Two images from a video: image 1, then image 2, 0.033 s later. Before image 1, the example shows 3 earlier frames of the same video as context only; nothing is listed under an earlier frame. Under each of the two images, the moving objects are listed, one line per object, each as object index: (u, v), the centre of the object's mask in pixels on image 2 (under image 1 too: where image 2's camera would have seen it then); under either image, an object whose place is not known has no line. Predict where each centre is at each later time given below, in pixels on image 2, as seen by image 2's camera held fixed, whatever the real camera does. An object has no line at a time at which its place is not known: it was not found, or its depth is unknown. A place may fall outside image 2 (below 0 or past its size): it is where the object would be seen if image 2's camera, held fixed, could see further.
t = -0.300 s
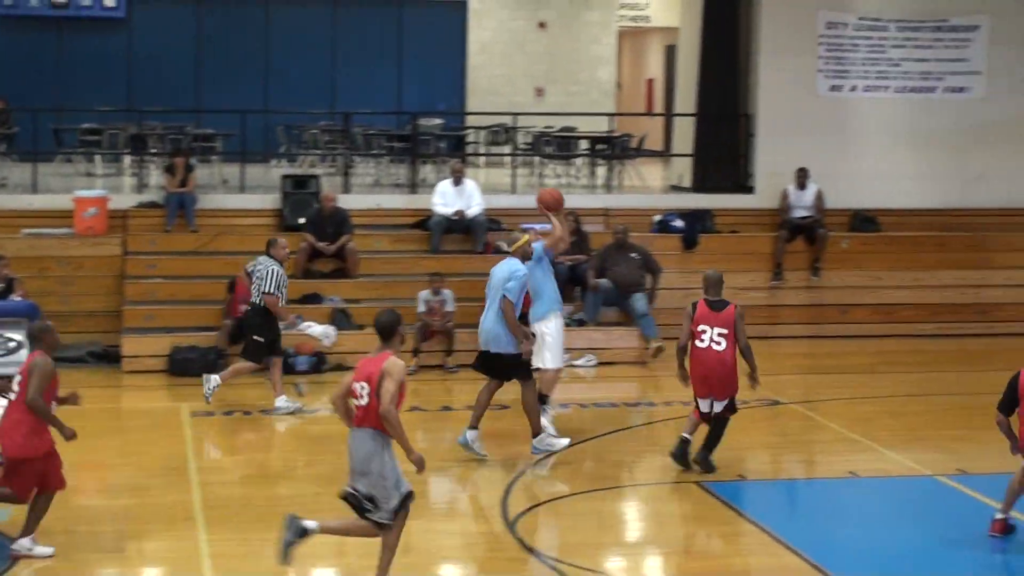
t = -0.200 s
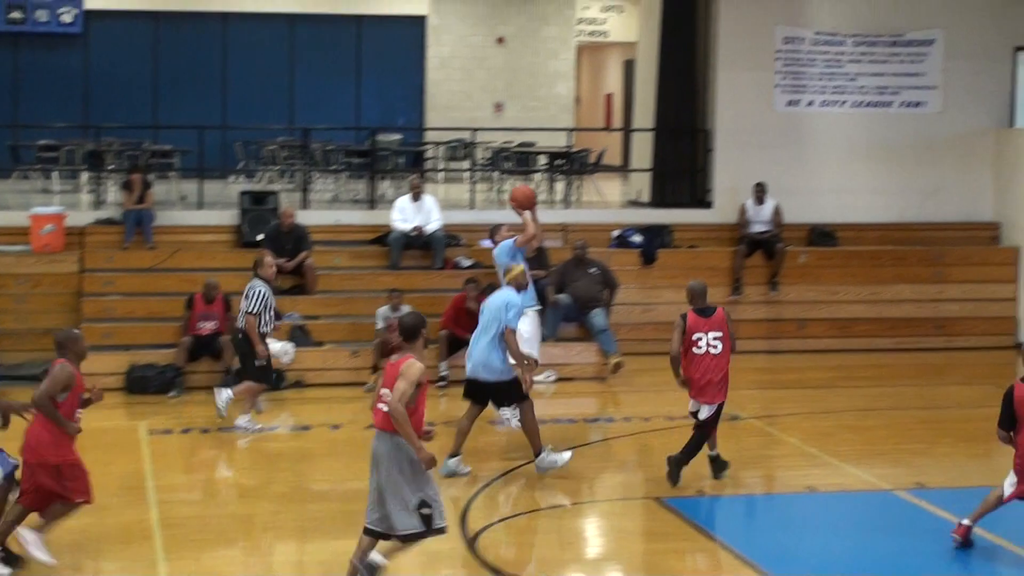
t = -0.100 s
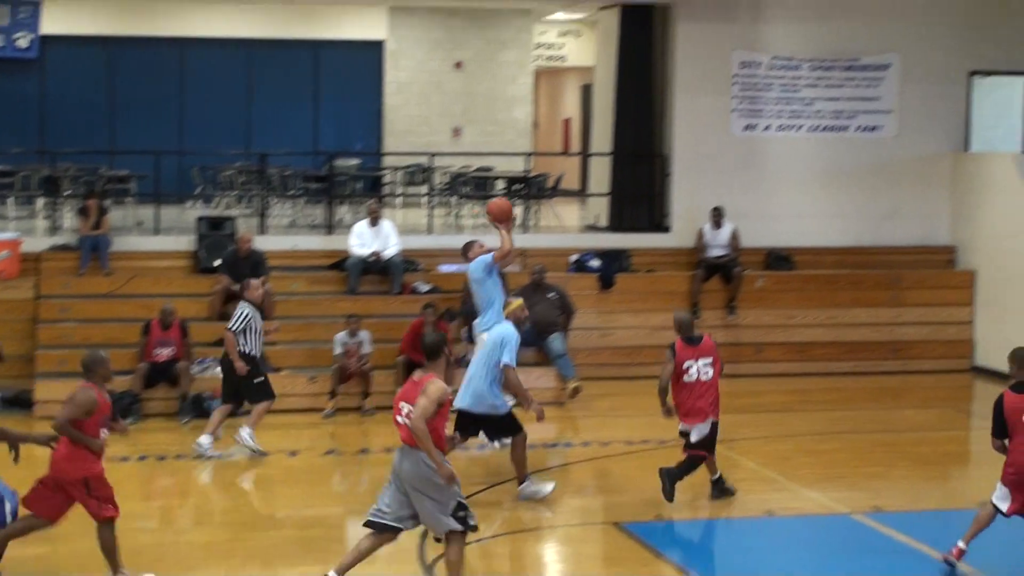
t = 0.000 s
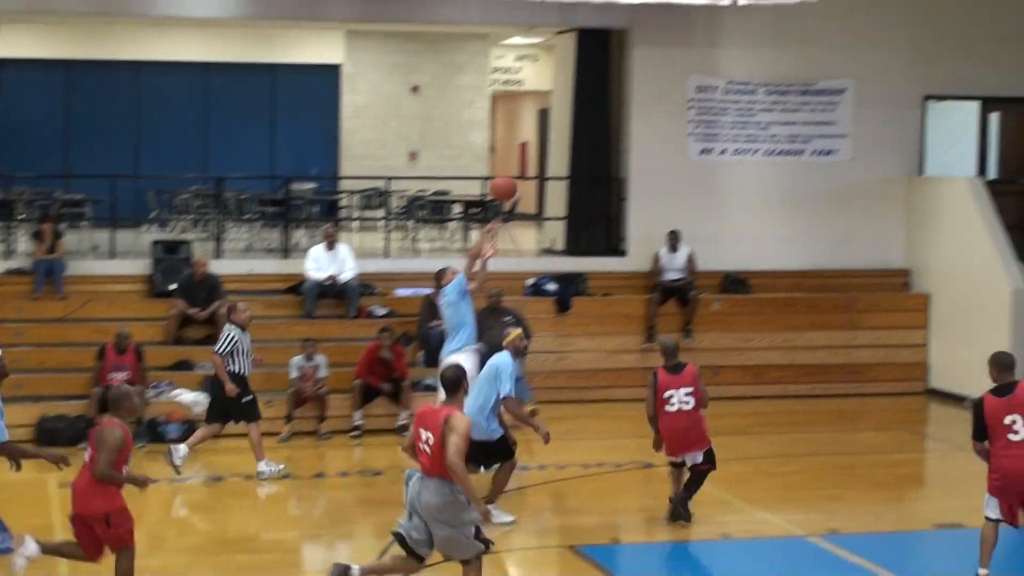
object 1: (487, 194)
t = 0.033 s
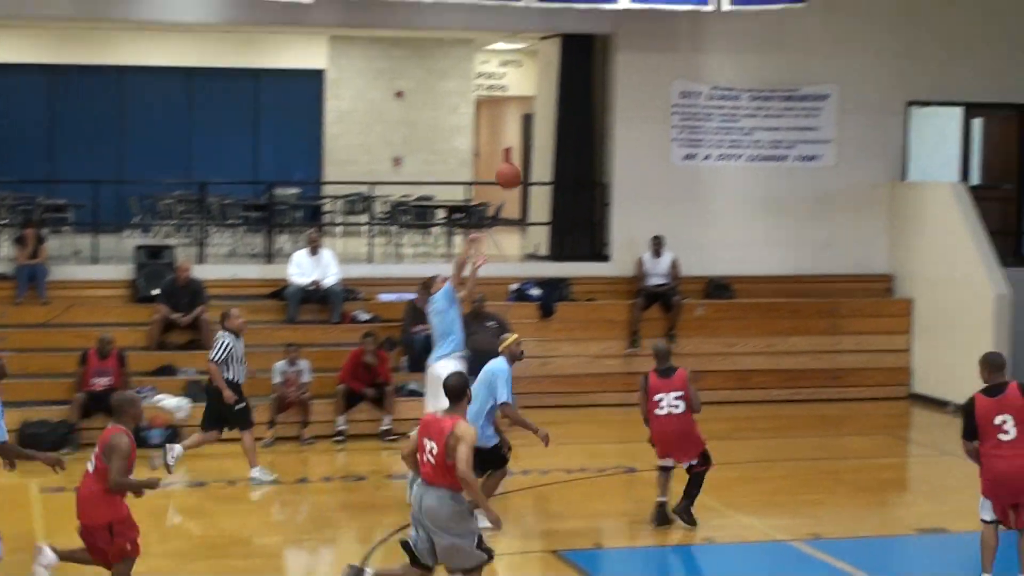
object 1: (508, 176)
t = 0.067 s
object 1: (529, 160)
